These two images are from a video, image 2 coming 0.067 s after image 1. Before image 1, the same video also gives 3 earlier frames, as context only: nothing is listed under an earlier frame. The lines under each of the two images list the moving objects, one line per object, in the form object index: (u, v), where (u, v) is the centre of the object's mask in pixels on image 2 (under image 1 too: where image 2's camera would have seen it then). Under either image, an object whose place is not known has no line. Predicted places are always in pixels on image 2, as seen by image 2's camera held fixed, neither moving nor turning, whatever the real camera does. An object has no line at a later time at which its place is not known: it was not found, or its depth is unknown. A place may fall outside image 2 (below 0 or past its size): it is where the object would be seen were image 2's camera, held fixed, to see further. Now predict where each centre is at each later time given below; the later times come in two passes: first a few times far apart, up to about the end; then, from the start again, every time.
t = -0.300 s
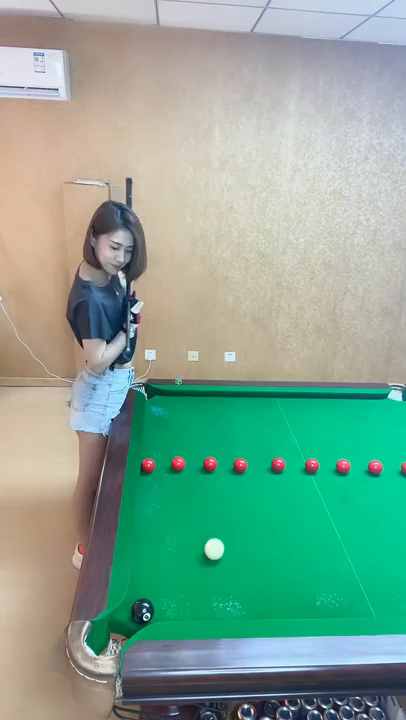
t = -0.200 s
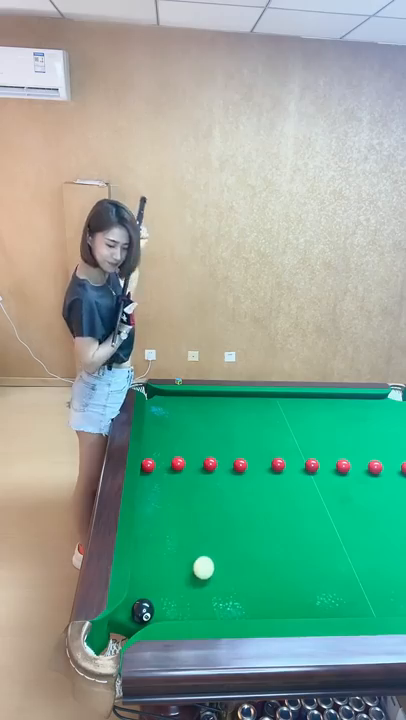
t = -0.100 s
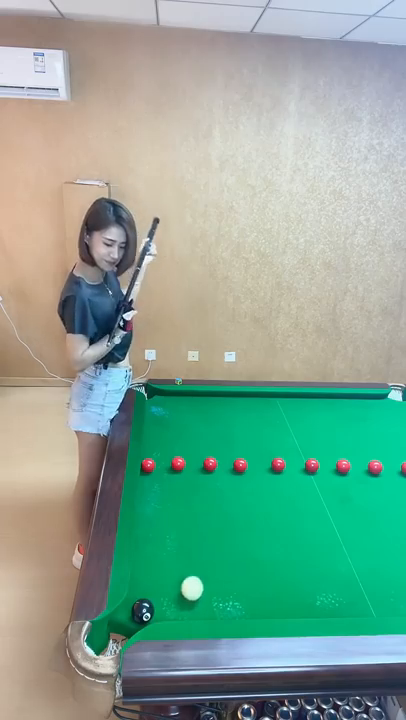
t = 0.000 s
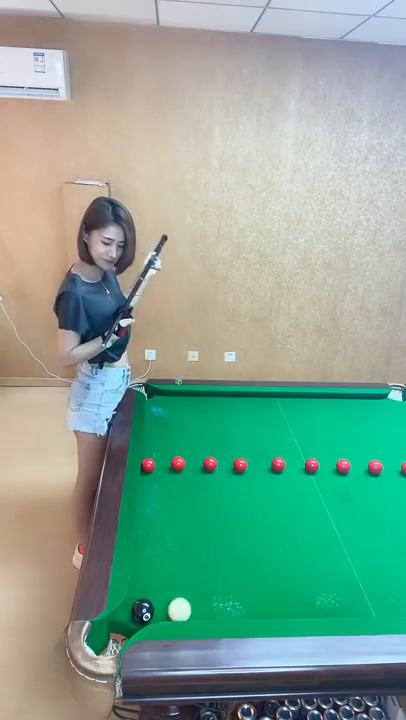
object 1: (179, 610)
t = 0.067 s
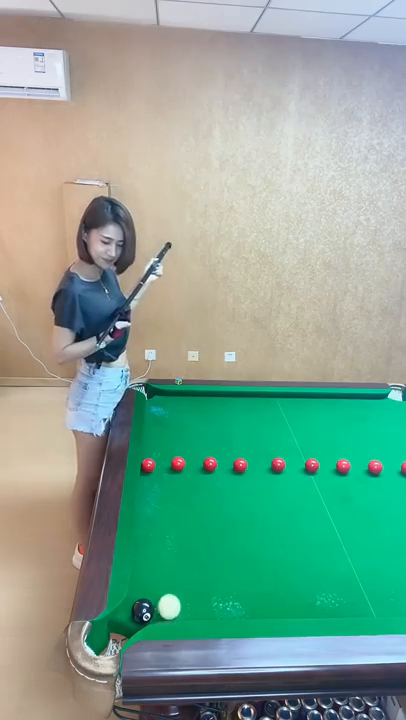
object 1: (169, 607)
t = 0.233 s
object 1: (151, 583)
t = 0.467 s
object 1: (148, 554)
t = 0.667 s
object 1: (158, 534)
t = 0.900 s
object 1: (169, 514)
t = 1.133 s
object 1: (177, 496)
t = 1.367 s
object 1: (185, 481)
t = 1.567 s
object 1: (191, 470)
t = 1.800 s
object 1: (197, 459)
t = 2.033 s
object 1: (201, 449)
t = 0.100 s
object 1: (164, 602)
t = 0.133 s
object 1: (161, 597)
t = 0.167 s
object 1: (157, 592)
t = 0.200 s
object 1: (154, 587)
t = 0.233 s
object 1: (151, 583)
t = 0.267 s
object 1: (148, 579)
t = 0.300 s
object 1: (145, 574)
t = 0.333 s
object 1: (142, 570)
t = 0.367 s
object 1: (142, 566)
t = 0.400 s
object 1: (144, 562)
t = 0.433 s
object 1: (146, 558)
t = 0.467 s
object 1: (148, 554)
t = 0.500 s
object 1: (150, 551)
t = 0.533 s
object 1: (152, 547)
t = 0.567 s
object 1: (153, 544)
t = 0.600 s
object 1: (155, 540)
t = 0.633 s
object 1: (157, 537)
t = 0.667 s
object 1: (158, 534)
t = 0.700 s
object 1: (160, 531)
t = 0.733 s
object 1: (161, 528)
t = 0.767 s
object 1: (163, 525)
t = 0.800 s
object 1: (164, 522)
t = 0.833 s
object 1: (166, 519)
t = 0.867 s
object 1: (167, 516)
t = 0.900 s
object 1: (169, 514)
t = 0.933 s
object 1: (170, 511)
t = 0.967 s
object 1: (171, 509)
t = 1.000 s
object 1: (172, 506)
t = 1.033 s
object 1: (174, 503)
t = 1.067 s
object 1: (175, 501)
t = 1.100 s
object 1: (176, 498)
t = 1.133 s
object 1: (177, 496)
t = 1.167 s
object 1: (179, 494)
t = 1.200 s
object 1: (180, 492)
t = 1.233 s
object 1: (181, 489)
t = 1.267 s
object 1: (182, 487)
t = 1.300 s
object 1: (183, 485)
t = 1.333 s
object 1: (184, 483)
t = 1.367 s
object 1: (185, 481)
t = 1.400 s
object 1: (186, 479)
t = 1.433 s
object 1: (187, 477)
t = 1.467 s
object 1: (188, 476)
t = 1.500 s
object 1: (189, 474)
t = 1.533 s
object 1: (190, 472)
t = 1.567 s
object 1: (191, 470)
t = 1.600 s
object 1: (192, 468)
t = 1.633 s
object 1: (193, 467)
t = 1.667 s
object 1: (193, 465)
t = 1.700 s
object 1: (194, 463)
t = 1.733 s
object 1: (195, 462)
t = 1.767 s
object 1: (196, 460)
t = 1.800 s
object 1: (197, 459)
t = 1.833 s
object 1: (197, 457)
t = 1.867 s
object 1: (198, 456)
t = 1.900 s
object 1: (198, 454)
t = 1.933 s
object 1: (199, 453)
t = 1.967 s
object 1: (200, 451)
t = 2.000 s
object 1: (200, 450)
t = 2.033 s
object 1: (201, 449)
